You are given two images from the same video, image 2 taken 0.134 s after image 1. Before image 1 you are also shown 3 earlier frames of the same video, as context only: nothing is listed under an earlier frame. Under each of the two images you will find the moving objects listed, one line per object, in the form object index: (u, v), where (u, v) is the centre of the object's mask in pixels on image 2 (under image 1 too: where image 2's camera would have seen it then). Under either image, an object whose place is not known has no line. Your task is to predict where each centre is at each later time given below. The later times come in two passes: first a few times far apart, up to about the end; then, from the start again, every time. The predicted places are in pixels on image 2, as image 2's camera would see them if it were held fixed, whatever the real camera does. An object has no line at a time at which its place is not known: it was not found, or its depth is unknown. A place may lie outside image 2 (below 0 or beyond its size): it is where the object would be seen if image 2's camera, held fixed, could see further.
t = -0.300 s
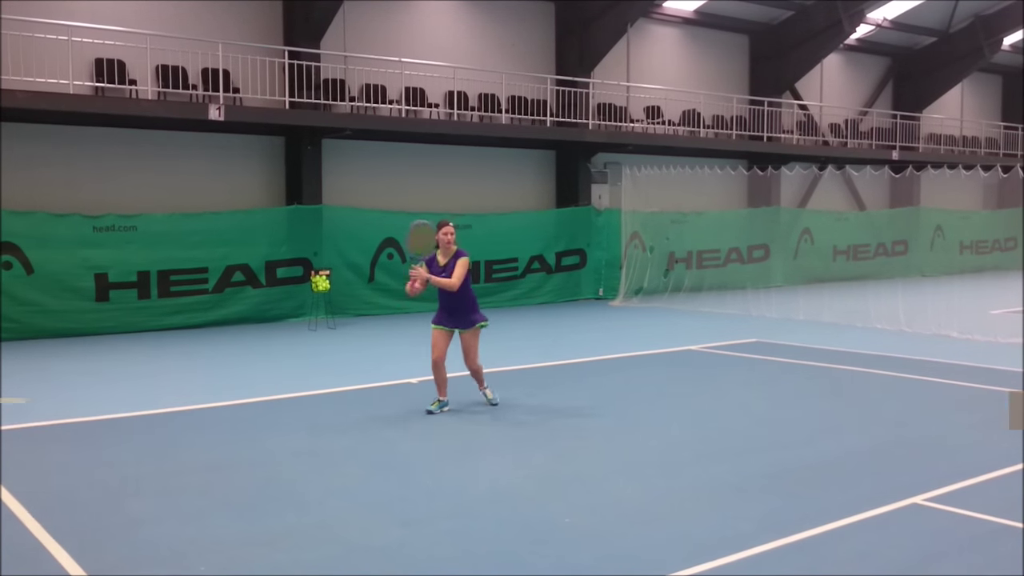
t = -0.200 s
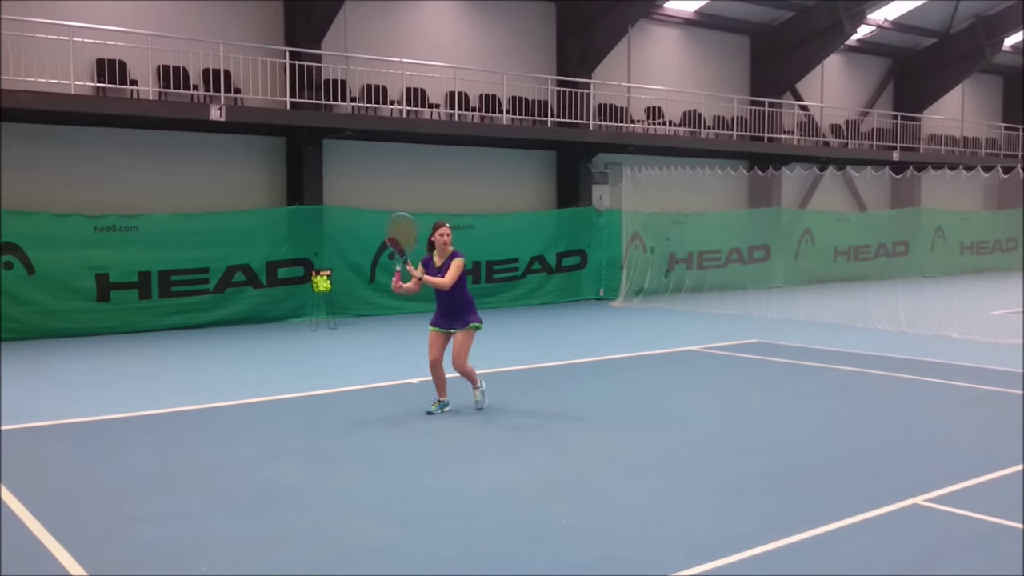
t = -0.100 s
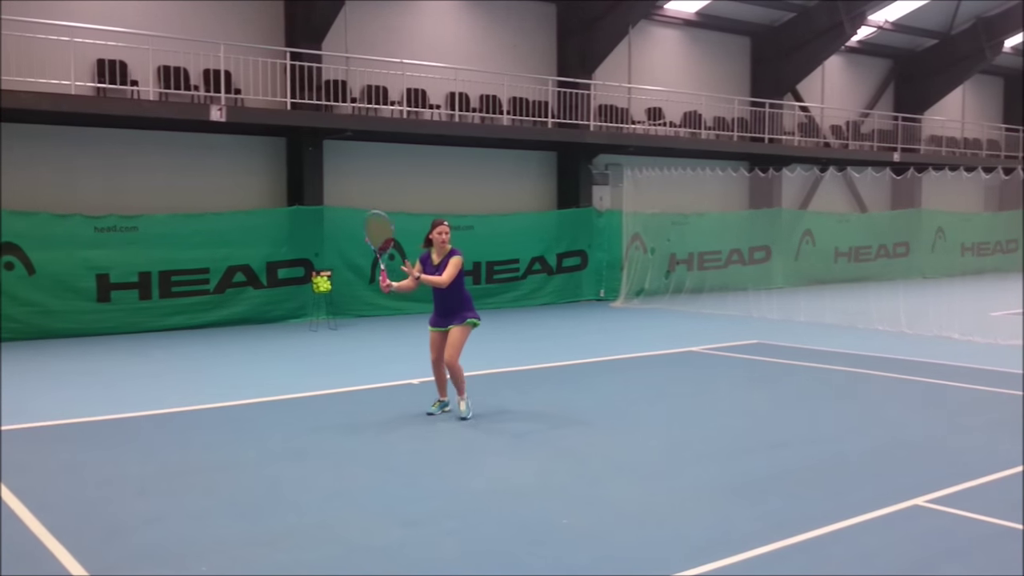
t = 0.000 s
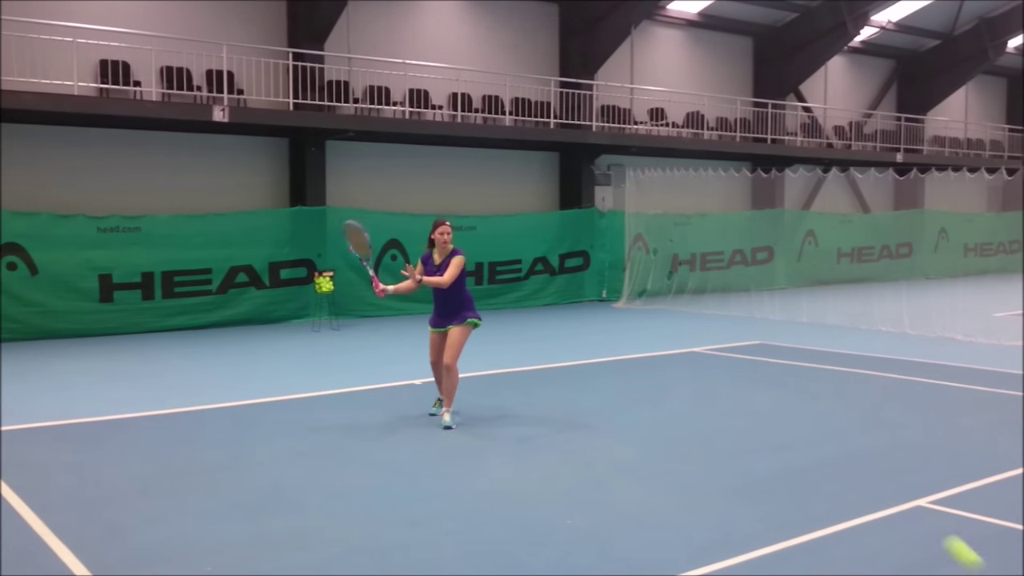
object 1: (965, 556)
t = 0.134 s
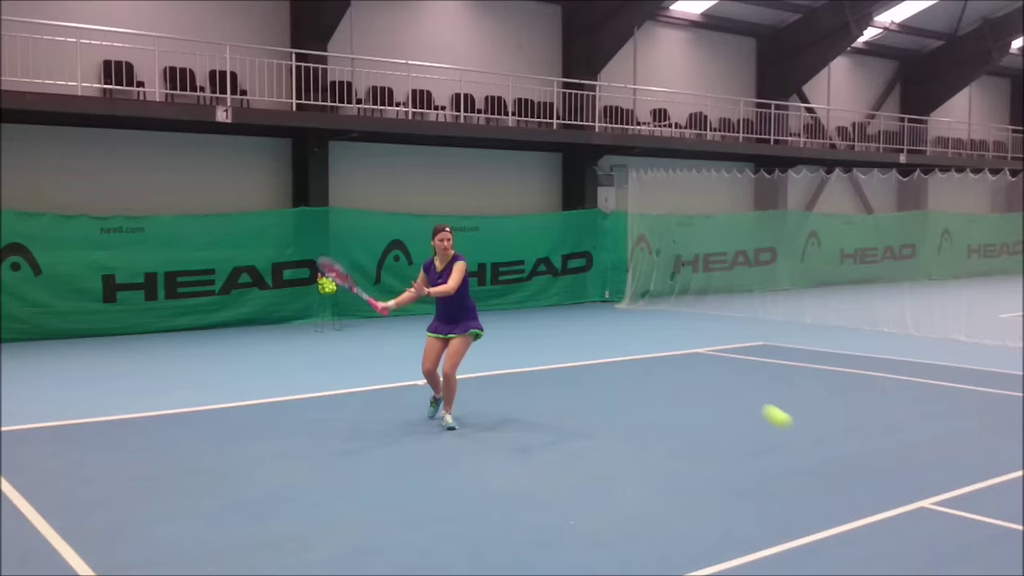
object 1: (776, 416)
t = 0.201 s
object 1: (701, 377)
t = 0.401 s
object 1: (522, 334)
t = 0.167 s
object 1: (737, 394)
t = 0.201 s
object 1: (701, 377)
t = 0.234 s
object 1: (666, 362)
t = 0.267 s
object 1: (632, 350)
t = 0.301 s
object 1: (602, 342)
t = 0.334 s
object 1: (574, 337)
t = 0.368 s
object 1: (547, 334)
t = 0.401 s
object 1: (522, 334)
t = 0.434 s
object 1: (499, 336)
